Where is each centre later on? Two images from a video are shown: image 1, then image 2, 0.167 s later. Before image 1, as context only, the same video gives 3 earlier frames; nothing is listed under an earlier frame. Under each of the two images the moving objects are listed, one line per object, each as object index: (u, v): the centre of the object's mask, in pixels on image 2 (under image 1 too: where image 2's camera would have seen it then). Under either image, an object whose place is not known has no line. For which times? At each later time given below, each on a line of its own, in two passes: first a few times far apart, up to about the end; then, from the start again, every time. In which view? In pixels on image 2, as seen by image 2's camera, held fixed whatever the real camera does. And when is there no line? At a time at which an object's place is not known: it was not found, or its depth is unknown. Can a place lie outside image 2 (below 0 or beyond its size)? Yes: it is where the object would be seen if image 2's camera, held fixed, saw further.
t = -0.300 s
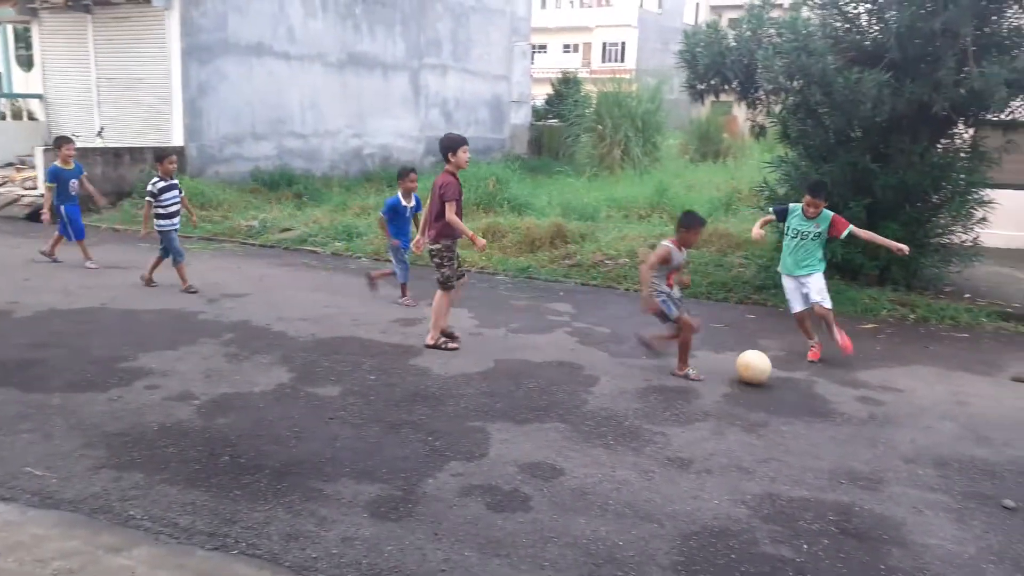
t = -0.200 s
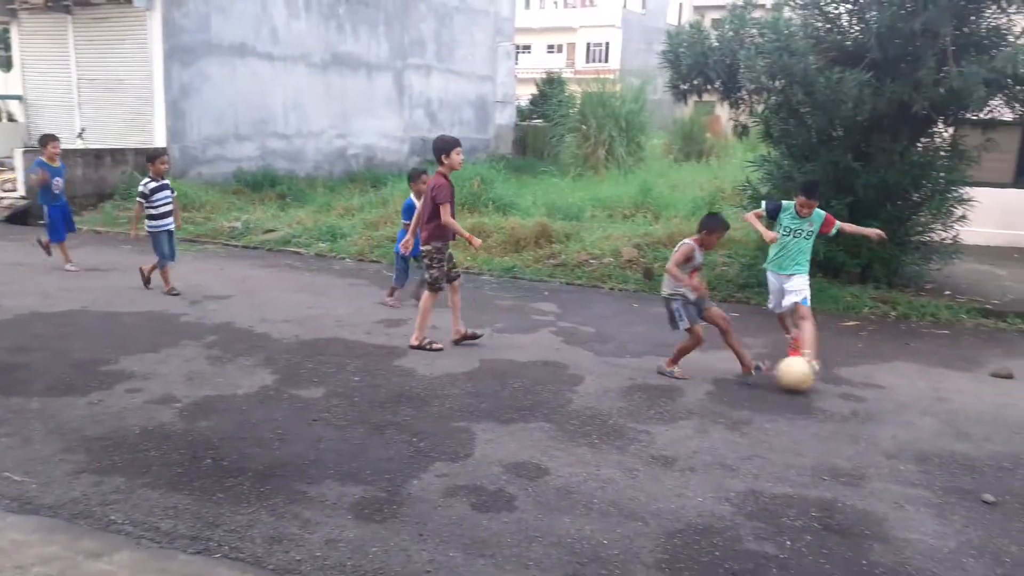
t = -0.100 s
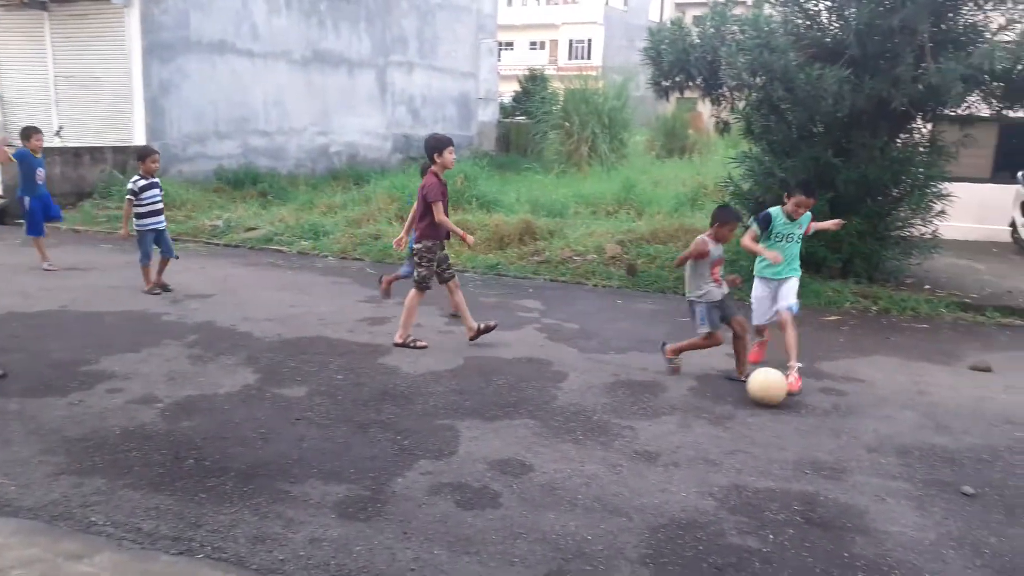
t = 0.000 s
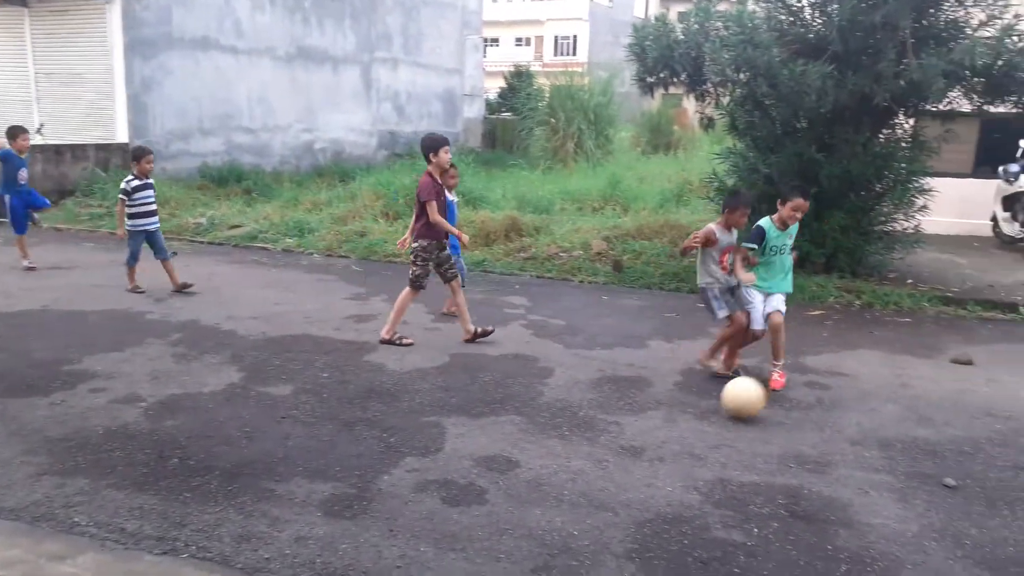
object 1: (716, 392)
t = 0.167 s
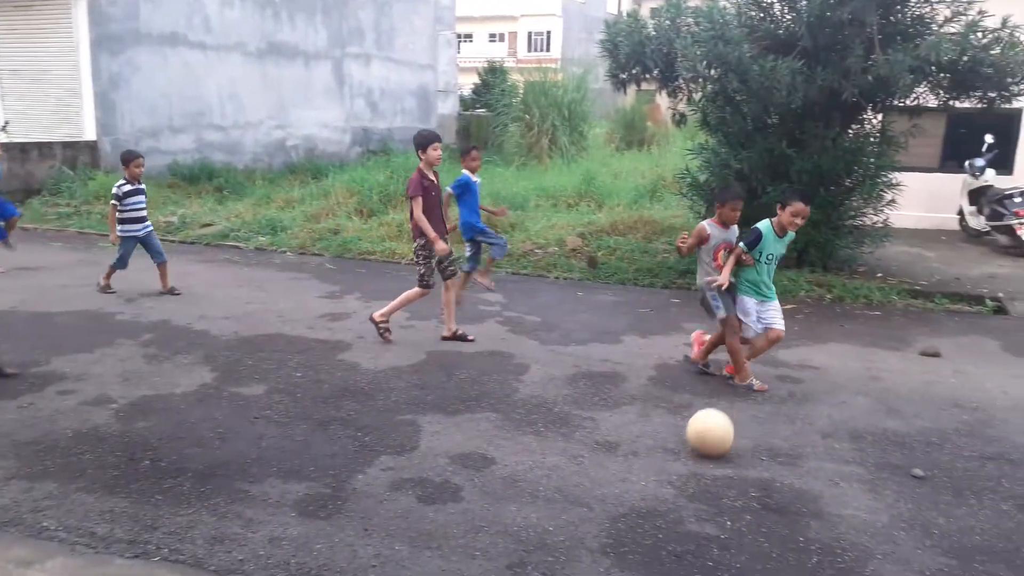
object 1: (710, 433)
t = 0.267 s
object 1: (710, 458)
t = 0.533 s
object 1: (727, 539)
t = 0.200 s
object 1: (710, 440)
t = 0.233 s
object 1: (709, 449)
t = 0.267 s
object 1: (710, 458)
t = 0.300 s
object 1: (712, 467)
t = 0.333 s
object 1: (714, 477)
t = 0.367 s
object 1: (716, 486)
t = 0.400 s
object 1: (718, 495)
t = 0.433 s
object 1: (720, 505)
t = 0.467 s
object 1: (721, 514)
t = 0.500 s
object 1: (724, 526)
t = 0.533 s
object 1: (727, 539)
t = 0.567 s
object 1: (730, 550)
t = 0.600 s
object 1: (733, 563)
